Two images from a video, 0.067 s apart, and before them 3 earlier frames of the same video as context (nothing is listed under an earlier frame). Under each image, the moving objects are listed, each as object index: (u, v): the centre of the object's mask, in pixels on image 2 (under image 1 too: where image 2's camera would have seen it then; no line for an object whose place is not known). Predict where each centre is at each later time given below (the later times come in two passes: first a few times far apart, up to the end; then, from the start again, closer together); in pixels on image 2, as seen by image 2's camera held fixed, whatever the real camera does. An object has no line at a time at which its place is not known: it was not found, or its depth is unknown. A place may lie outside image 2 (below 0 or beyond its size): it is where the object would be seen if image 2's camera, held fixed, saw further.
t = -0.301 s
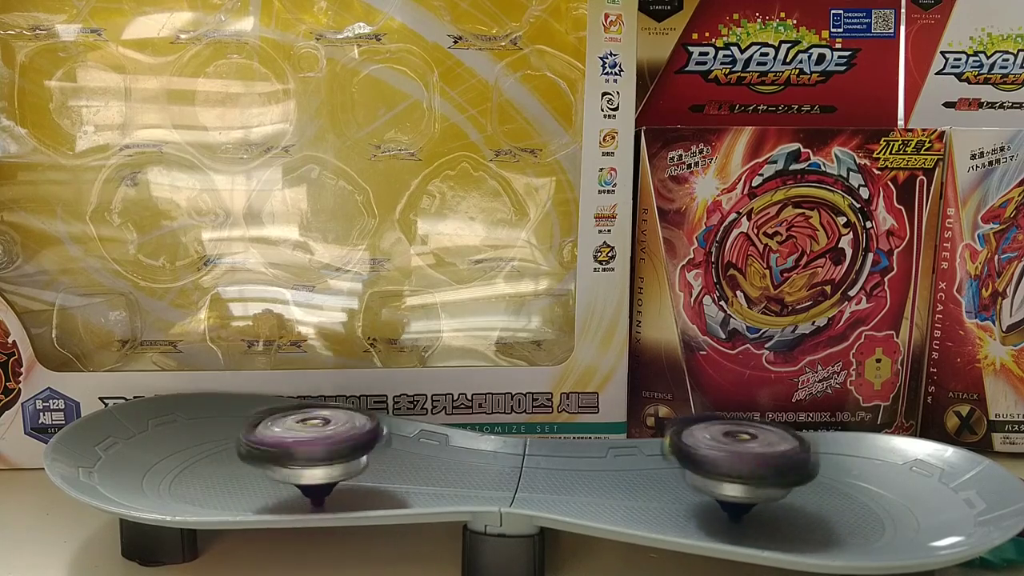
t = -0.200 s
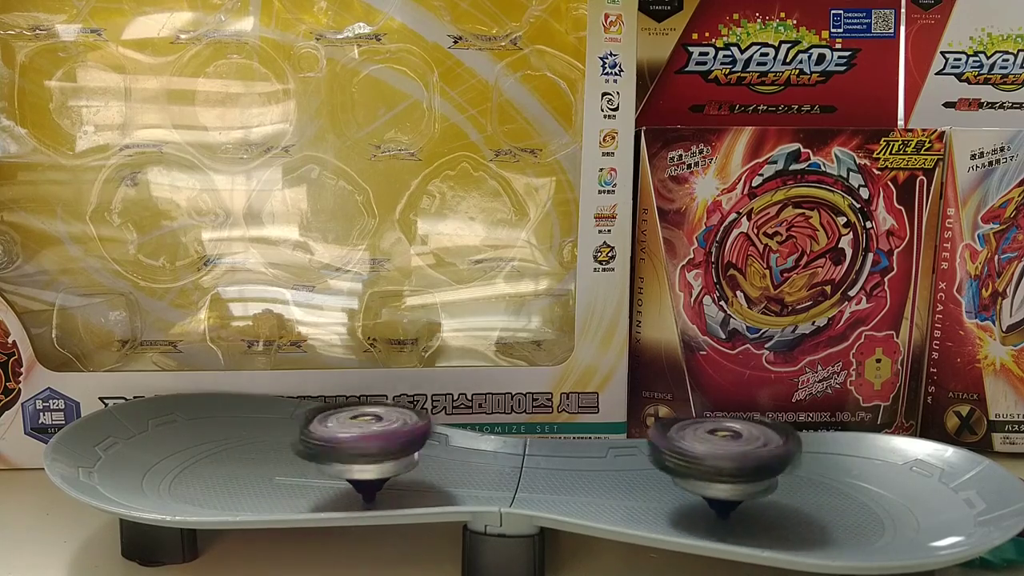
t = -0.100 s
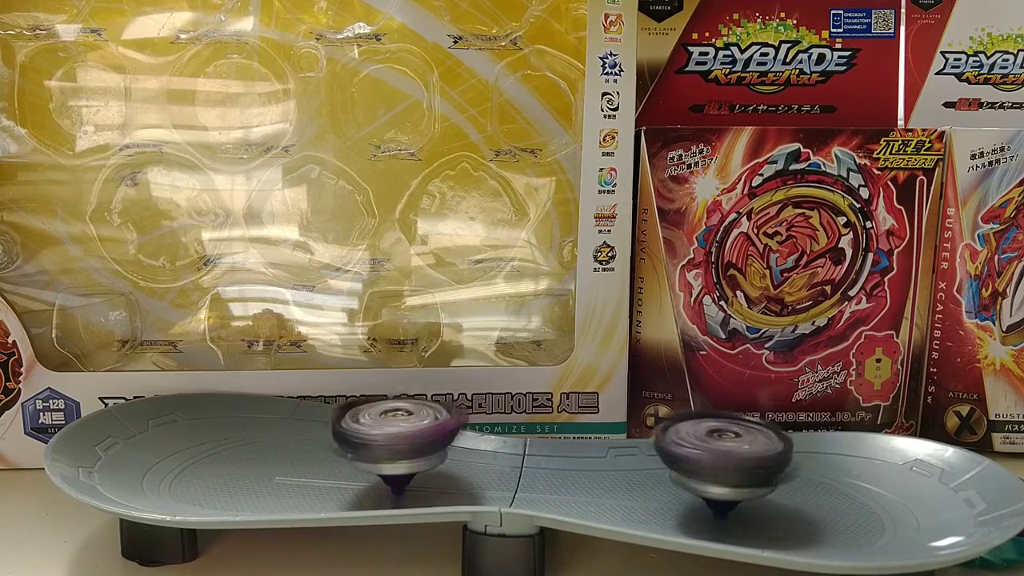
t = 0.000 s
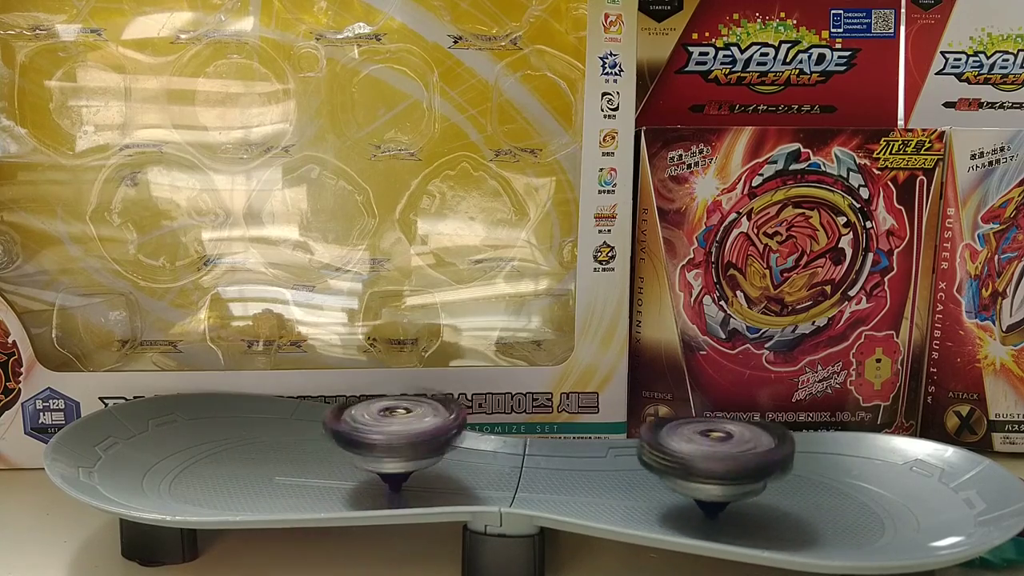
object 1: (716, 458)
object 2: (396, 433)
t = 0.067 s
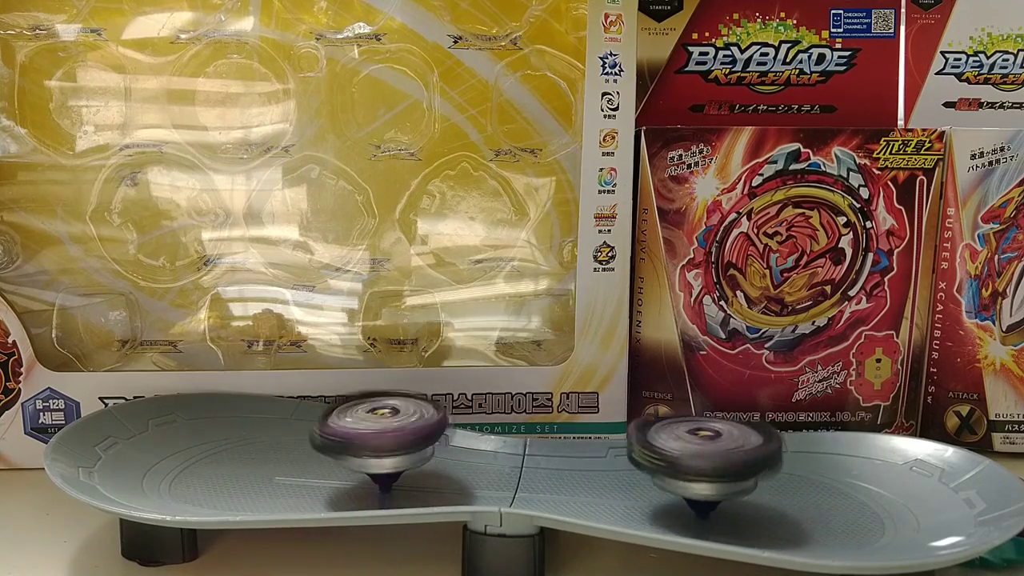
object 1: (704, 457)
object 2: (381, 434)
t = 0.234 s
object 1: (682, 458)
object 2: (351, 438)
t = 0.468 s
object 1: (678, 464)
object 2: (394, 445)
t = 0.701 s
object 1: (722, 467)
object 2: (466, 435)
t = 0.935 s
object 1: (737, 467)
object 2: (420, 439)
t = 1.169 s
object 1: (758, 467)
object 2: (451, 441)
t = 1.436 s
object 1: (790, 468)
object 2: (467, 437)
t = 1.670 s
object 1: (811, 474)
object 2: (446, 440)
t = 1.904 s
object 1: (844, 477)
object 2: (448, 439)
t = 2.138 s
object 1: (874, 470)
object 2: (410, 442)
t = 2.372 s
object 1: (873, 465)
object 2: (388, 441)
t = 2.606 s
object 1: (846, 462)
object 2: (376, 442)
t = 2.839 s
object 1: (809, 461)
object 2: (337, 442)
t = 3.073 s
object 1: (766, 461)
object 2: (332, 439)
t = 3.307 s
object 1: (725, 465)
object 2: (263, 440)
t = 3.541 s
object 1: (717, 469)
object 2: (271, 444)
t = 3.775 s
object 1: (743, 466)
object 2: (270, 435)
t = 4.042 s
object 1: (728, 455)
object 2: (207, 442)
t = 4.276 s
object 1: (718, 452)
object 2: (274, 438)
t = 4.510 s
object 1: (698, 455)
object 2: (235, 433)
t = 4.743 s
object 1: (695, 464)
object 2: (233, 444)
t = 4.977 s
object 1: (744, 470)
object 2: (322, 434)
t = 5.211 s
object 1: (776, 469)
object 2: (269, 436)
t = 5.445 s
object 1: (777, 465)
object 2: (289, 446)
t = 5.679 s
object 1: (764, 460)
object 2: (357, 436)
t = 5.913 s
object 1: (750, 456)
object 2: (301, 440)
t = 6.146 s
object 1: (726, 454)
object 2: (348, 444)
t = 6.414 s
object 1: (690, 456)
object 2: (342, 437)
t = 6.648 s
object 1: (651, 457)
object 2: (345, 443)
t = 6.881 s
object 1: (637, 457)
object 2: (338, 439)
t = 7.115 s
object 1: (656, 455)
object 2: (321, 444)
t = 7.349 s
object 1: (641, 443)
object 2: (332, 438)
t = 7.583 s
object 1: (651, 439)
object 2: (306, 440)
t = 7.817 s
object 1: (653, 433)
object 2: (317, 439)
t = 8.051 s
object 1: (637, 440)
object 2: (300, 442)
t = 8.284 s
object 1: (633, 450)
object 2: (310, 441)
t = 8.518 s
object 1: (650, 462)
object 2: (315, 441)
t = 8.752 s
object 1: (706, 465)
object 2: (320, 439)
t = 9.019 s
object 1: (691, 455)
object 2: (317, 443)
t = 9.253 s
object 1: (671, 450)
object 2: (345, 439)
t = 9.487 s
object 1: (648, 448)
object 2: (346, 440)
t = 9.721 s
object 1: (618, 449)
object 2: (335, 441)
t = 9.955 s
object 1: (604, 455)
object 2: (361, 440)
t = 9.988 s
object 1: (606, 455)
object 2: (357, 440)
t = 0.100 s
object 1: (701, 457)
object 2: (380, 433)
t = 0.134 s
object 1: (694, 457)
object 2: (375, 434)
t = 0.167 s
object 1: (689, 456)
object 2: (369, 435)
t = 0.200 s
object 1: (684, 457)
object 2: (358, 437)
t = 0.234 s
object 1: (682, 458)
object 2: (351, 438)
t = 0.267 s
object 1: (677, 458)
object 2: (348, 441)
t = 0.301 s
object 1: (673, 458)
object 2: (344, 443)
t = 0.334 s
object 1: (668, 459)
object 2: (345, 444)
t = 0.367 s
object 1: (670, 461)
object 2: (350, 444)
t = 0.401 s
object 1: (669, 462)
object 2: (361, 445)
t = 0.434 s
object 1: (674, 463)
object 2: (379, 444)
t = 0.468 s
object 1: (678, 464)
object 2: (394, 445)
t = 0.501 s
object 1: (689, 466)
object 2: (411, 444)
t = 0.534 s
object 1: (692, 465)
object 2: (428, 442)
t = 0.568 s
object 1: (694, 467)
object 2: (440, 442)
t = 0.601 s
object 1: (699, 467)
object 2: (452, 440)
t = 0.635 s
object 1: (708, 467)
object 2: (460, 438)
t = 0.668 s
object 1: (718, 468)
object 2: (468, 436)
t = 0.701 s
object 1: (722, 467)
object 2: (466, 435)
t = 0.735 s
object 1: (725, 469)
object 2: (463, 435)
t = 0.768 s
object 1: (727, 467)
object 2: (458, 435)
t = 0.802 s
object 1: (734, 469)
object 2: (449, 436)
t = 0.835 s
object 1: (739, 467)
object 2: (440, 437)
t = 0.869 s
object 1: (739, 468)
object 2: (431, 437)
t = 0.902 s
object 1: (737, 467)
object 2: (427, 438)
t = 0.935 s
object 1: (737, 467)
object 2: (420, 439)
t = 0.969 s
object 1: (739, 467)
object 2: (417, 441)
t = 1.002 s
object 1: (740, 467)
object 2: (416, 443)
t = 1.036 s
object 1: (739, 470)
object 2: (417, 443)
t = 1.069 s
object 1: (744, 469)
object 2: (421, 443)
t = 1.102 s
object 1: (750, 468)
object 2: (429, 442)
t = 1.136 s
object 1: (755, 468)
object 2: (439, 442)
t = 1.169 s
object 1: (758, 467)
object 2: (451, 441)
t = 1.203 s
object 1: (761, 468)
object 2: (459, 440)
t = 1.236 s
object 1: (764, 468)
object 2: (466, 440)
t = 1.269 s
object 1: (766, 468)
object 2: (472, 439)
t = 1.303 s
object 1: (774, 469)
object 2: (474, 438)
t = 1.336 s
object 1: (778, 469)
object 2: (474, 439)
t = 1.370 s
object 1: (782, 469)
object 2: (473, 438)
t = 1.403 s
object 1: (787, 469)
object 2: (471, 438)
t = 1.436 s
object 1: (790, 468)
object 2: (467, 437)
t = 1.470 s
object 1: (795, 470)
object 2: (461, 439)
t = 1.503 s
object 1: (804, 470)
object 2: (455, 439)
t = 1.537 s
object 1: (805, 471)
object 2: (451, 440)
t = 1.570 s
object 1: (801, 472)
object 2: (449, 441)
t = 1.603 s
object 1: (801, 472)
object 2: (447, 441)
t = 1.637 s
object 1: (805, 473)
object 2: (447, 440)
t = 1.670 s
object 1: (811, 474)
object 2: (446, 440)
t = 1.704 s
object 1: (815, 475)
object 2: (446, 441)
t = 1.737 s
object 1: (819, 476)
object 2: (446, 441)
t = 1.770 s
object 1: (822, 476)
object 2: (447, 441)
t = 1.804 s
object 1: (825, 475)
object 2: (447, 441)
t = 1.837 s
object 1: (830, 477)
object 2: (449, 440)
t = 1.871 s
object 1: (837, 478)
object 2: (448, 440)
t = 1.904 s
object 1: (844, 477)
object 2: (448, 439)
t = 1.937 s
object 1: (849, 477)
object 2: (445, 439)
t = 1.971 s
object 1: (853, 476)
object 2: (440, 439)
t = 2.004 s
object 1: (860, 475)
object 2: (435, 439)
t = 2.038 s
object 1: (863, 475)
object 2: (428, 440)
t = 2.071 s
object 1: (868, 474)
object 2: (421, 440)
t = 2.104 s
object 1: (872, 473)
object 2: (412, 441)
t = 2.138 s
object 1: (874, 470)
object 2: (410, 442)
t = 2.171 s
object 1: (874, 469)
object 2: (409, 442)
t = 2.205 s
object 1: (874, 468)
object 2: (409, 442)
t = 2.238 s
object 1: (871, 468)
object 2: (408, 442)
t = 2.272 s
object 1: (869, 467)
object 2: (407, 440)
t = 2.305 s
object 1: (870, 467)
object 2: (400, 440)
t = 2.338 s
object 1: (874, 466)
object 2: (392, 440)
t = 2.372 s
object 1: (873, 465)
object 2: (388, 441)
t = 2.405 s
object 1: (870, 465)
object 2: (382, 442)
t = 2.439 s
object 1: (867, 464)
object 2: (378, 442)
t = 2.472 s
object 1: (862, 462)
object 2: (374, 442)
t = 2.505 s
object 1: (858, 461)
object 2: (368, 443)
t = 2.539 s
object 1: (853, 462)
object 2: (371, 443)
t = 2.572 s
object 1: (850, 462)
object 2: (374, 442)
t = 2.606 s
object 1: (846, 462)
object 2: (376, 442)
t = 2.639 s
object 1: (840, 461)
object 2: (373, 441)
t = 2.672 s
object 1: (832, 461)
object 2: (370, 441)
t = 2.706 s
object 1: (826, 460)
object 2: (366, 440)
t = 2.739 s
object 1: (819, 460)
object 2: (359, 440)
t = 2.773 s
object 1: (813, 460)
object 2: (348, 440)
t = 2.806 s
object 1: (812, 460)
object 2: (339, 442)
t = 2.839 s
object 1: (809, 461)
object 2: (337, 442)
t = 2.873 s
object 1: (804, 462)
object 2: (334, 442)
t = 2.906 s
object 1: (798, 461)
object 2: (328, 441)
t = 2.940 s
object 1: (791, 461)
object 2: (328, 442)
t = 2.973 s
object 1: (782, 460)
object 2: (331, 442)
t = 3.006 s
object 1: (776, 460)
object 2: (332, 441)
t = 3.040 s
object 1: (771, 461)
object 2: (328, 442)
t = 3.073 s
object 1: (766, 461)
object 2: (332, 439)
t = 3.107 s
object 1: (761, 462)
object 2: (329, 438)
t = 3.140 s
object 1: (757, 463)
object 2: (316, 438)
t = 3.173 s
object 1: (752, 464)
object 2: (310, 438)
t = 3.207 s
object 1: (747, 464)
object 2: (300, 438)
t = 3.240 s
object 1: (739, 464)
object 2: (282, 438)
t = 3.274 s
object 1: (731, 464)
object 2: (274, 438)
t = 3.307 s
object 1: (725, 465)
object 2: (263, 440)
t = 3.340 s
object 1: (720, 466)
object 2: (247, 442)
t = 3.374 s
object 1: (716, 466)
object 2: (245, 443)
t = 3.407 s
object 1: (714, 466)
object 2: (243, 444)
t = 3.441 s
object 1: (716, 468)
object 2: (241, 445)
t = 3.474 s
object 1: (717, 469)
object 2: (253, 444)
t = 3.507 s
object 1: (717, 468)
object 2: (263, 444)
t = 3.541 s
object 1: (717, 469)
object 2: (271, 444)
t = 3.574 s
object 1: (719, 469)
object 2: (284, 443)
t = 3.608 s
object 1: (726, 470)
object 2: (289, 440)
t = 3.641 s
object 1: (731, 470)
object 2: (297, 437)
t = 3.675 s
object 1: (734, 470)
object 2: (298, 436)
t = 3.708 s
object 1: (740, 469)
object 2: (292, 436)
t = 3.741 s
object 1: (743, 468)
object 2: (286, 434)
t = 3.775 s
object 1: (743, 466)
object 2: (270, 435)
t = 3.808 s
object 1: (743, 465)
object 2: (262, 433)
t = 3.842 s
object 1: (740, 462)
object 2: (247, 434)
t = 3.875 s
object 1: (738, 462)
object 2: (237, 435)
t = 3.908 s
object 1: (736, 461)
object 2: (223, 437)
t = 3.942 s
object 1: (736, 459)
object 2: (214, 437)
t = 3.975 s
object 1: (733, 458)
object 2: (207, 439)
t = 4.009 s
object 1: (731, 456)
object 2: (198, 442)
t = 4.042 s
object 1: (728, 455)
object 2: (207, 442)
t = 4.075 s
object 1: (728, 455)
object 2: (210, 444)
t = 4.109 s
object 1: (727, 455)
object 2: (227, 443)
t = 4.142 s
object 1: (726, 456)
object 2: (237, 443)
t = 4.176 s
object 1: (723, 455)
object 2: (256, 442)
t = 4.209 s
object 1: (723, 453)
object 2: (264, 441)
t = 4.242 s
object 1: (720, 451)
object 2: (274, 440)
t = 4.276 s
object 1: (718, 452)
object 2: (274, 438)
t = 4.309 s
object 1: (714, 451)
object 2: (279, 437)
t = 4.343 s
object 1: (711, 451)
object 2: (272, 435)
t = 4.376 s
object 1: (706, 451)
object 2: (271, 434)
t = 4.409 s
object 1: (700, 453)
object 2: (258, 434)
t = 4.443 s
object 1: (699, 453)
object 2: (252, 432)
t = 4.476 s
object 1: (699, 454)
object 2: (239, 433)
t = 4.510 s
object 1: (698, 455)
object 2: (235, 433)
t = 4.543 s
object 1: (697, 457)
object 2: (225, 434)
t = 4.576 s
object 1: (695, 458)
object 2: (218, 436)
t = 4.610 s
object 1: (694, 459)
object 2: (213, 435)
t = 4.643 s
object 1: (695, 460)
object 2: (210, 440)
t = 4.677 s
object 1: (694, 462)
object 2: (215, 441)
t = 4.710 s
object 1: (693, 463)
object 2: (217, 444)
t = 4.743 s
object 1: (695, 464)
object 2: (233, 444)
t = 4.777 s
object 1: (699, 465)
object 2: (243, 444)
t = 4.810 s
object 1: (706, 467)
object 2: (263, 445)
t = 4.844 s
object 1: (714, 469)
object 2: (278, 444)
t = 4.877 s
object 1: (721, 469)
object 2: (293, 442)
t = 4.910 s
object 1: (729, 470)
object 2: (310, 439)
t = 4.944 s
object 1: (737, 470)
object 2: (315, 437)
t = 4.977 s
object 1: (744, 470)
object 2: (322, 434)
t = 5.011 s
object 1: (750, 470)
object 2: (318, 433)
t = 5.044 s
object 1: (755, 470)
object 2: (309, 433)
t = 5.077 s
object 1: (763, 471)
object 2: (307, 432)
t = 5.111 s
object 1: (769, 470)
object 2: (296, 432)
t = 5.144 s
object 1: (773, 470)
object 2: (291, 433)
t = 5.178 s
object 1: (776, 470)
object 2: (283, 434)
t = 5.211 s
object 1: (776, 469)
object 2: (269, 436)
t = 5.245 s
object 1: (777, 469)
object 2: (267, 437)
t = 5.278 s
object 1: (777, 467)
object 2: (260, 438)
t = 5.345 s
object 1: (777, 467)
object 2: (263, 443)
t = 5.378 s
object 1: (778, 467)
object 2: (269, 443)
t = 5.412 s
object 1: (779, 466)
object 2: (273, 444)
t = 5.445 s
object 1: (777, 465)
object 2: (289, 446)
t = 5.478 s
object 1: (775, 465)
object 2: (304, 445)
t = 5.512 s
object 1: (772, 463)
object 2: (316, 444)
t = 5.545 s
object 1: (769, 462)
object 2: (335, 443)
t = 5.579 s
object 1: (767, 462)
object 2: (349, 441)
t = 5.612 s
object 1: (766, 461)
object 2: (353, 440)
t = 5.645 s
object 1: (765, 460)
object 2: (355, 437)
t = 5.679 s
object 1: (764, 460)
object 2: (357, 436)
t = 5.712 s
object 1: (761, 459)
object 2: (352, 435)
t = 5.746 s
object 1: (759, 458)
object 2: (342, 433)
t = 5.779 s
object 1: (758, 457)
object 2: (338, 433)
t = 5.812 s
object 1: (757, 457)
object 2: (332, 434)
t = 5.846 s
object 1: (755, 455)
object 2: (319, 435)
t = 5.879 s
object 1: (753, 456)
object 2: (306, 437)
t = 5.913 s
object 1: (750, 456)
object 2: (301, 440)
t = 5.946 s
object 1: (745, 454)
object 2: (298, 442)
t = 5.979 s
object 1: (745, 455)
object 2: (298, 443)
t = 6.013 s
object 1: (743, 455)
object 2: (301, 444)
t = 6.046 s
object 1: (740, 455)
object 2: (314, 445)
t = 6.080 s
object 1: (738, 455)
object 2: (326, 445)
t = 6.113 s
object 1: (732, 455)
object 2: (337, 444)
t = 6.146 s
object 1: (726, 454)
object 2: (348, 444)
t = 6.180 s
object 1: (722, 455)
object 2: (362, 443)
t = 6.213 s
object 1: (716, 454)
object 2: (374, 440)
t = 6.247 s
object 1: (711, 454)
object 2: (378, 438)
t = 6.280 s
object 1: (708, 454)
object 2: (375, 437)
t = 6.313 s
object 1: (704, 454)
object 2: (365, 435)
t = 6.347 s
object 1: (699, 455)
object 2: (358, 435)
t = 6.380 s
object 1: (693, 455)
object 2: (350, 435)
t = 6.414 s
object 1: (690, 456)
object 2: (342, 437)
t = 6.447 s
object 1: (685, 456)
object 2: (330, 438)
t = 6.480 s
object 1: (678, 456)
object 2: (320, 441)
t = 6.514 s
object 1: (672, 456)
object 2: (319, 442)
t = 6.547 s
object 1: (667, 456)
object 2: (324, 442)
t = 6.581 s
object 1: (661, 456)
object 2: (330, 444)
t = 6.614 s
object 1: (655, 457)
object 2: (337, 444)
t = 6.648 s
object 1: (651, 457)
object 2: (345, 443)
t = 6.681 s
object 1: (646, 457)
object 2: (354, 442)
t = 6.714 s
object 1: (642, 457)
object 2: (360, 441)
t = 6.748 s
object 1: (641, 457)
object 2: (362, 438)
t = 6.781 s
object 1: (639, 457)
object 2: (360, 437)
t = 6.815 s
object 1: (637, 458)
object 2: (356, 437)
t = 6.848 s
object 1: (637, 458)
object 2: (348, 438)
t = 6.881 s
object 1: (637, 457)
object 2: (338, 439)
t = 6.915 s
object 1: (638, 458)
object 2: (328, 439)
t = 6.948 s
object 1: (639, 458)
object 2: (319, 440)
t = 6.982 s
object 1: (643, 459)
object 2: (315, 442)
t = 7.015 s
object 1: (649, 459)
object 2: (310, 443)
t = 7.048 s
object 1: (654, 458)
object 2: (311, 443)
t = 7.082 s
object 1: (655, 456)
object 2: (315, 443)
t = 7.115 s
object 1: (656, 455)
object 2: (321, 444)
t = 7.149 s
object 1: (652, 454)
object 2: (329, 443)
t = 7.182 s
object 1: (648, 453)
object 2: (336, 442)
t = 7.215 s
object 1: (647, 451)
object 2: (341, 441)
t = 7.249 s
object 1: (646, 450)
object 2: (344, 441)
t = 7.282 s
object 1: (646, 447)
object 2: (343, 439)
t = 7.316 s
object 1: (644, 445)
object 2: (339, 439)
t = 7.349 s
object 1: (641, 443)
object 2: (332, 438)
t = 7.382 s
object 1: (642, 444)
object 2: (325, 438)
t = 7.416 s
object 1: (643, 442)
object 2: (317, 439)
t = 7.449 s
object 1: (642, 442)
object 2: (311, 439)
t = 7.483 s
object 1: (644, 441)
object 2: (307, 440)
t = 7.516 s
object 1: (645, 440)
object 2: (304, 441)
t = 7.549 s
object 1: (648, 441)
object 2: (306, 440)
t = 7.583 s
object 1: (651, 439)
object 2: (306, 440)
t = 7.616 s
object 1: (654, 438)
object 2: (308, 441)
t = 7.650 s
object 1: (655, 437)
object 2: (311, 442)
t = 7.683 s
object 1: (659, 437)
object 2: (315, 441)
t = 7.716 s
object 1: (660, 436)
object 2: (319, 441)
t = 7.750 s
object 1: (658, 436)
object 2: (320, 440)
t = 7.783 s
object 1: (655, 433)
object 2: (319, 440)
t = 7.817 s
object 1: (653, 433)
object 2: (317, 439)
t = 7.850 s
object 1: (649, 434)
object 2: (311, 439)
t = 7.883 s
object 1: (643, 434)
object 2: (306, 439)
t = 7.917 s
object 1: (640, 434)
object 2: (300, 440)
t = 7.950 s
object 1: (637, 437)
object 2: (297, 442)
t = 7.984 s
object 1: (635, 437)
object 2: (298, 442)
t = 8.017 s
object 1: (637, 439)
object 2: (299, 443)
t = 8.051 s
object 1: (637, 440)
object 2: (300, 442)
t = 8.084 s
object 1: (640, 441)
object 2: (302, 441)
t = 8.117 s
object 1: (638, 442)
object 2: (304, 441)
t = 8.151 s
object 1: (638, 443)
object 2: (306, 441)
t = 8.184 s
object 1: (640, 445)
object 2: (306, 441)
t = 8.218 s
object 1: (635, 447)
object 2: (308, 440)
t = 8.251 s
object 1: (631, 449)
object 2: (309, 440)
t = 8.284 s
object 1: (633, 450)
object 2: (310, 441)
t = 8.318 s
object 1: (634, 451)
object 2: (311, 441)
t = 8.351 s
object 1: (632, 455)
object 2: (311, 441)
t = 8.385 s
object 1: (632, 456)
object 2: (310, 440)
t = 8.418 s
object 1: (633, 457)
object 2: (309, 441)
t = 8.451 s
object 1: (637, 459)
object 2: (306, 440)
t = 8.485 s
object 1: (644, 460)
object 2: (308, 441)
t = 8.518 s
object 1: (650, 462)
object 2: (315, 441)
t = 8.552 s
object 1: (656, 462)
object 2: (321, 441)
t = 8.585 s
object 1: (664, 463)
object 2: (325, 439)
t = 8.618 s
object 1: (675, 465)
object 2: (326, 439)
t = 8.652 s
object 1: (685, 465)
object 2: (323, 440)
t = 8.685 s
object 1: (694, 466)
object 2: (319, 439)
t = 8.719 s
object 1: (700, 465)
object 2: (320, 440)
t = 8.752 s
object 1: (706, 465)
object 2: (320, 439)
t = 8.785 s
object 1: (708, 464)
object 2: (319, 439)
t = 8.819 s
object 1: (708, 463)
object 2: (317, 439)
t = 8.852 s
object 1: (707, 462)
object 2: (310, 440)
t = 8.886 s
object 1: (706, 460)
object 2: (307, 440)
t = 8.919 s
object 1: (704, 458)
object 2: (309, 441)
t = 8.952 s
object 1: (698, 458)
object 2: (309, 441)
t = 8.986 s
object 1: (694, 457)
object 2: (314, 443)
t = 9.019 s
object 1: (691, 455)
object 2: (317, 443)
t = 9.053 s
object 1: (689, 454)
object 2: (324, 442)
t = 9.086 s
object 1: (685, 453)
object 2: (333, 441)
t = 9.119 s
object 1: (682, 452)
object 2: (339, 441)
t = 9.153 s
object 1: (681, 451)
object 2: (340, 441)
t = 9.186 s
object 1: (678, 450)
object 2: (339, 440)
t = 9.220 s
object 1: (676, 449)
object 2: (343, 440)
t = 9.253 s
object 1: (671, 450)
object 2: (345, 439)
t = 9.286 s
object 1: (667, 450)
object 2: (344, 440)
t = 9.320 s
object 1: (662, 450)
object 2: (341, 440)
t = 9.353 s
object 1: (657, 450)
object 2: (343, 440)
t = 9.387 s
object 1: (654, 449)
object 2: (346, 441)
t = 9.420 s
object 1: (651, 449)
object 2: (344, 440)
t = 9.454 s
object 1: (650, 450)
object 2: (342, 440)
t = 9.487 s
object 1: (648, 448)
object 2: (346, 440)
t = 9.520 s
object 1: (644, 448)
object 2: (345, 439)
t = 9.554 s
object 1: (639, 448)
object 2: (342, 438)
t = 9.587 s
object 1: (631, 449)
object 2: (343, 439)
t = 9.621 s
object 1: (628, 449)
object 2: (342, 439)
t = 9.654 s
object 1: (626, 449)
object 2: (336, 440)
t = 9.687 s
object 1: (621, 449)
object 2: (331, 440)
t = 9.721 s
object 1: (618, 449)
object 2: (335, 441)
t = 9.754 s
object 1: (613, 449)
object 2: (337, 442)
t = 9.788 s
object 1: (606, 450)
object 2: (337, 443)
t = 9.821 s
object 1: (600, 451)
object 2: (349, 443)
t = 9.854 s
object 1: (597, 452)
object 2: (356, 442)
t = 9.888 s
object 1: (596, 454)
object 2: (356, 442)
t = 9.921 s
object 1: (598, 454)
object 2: (360, 441)
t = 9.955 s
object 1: (604, 455)
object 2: (361, 440)
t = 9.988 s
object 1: (606, 455)
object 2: (357, 440)
